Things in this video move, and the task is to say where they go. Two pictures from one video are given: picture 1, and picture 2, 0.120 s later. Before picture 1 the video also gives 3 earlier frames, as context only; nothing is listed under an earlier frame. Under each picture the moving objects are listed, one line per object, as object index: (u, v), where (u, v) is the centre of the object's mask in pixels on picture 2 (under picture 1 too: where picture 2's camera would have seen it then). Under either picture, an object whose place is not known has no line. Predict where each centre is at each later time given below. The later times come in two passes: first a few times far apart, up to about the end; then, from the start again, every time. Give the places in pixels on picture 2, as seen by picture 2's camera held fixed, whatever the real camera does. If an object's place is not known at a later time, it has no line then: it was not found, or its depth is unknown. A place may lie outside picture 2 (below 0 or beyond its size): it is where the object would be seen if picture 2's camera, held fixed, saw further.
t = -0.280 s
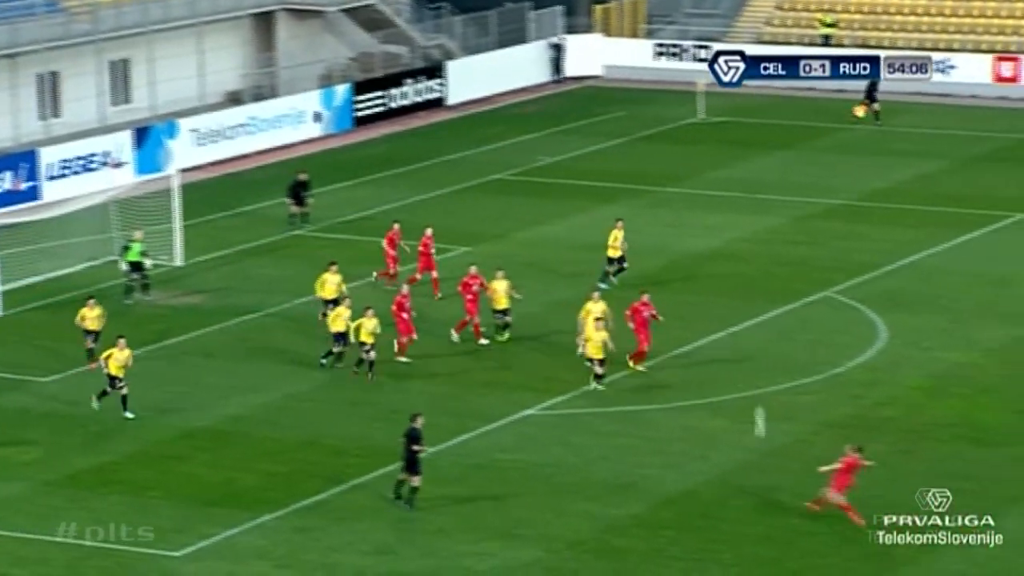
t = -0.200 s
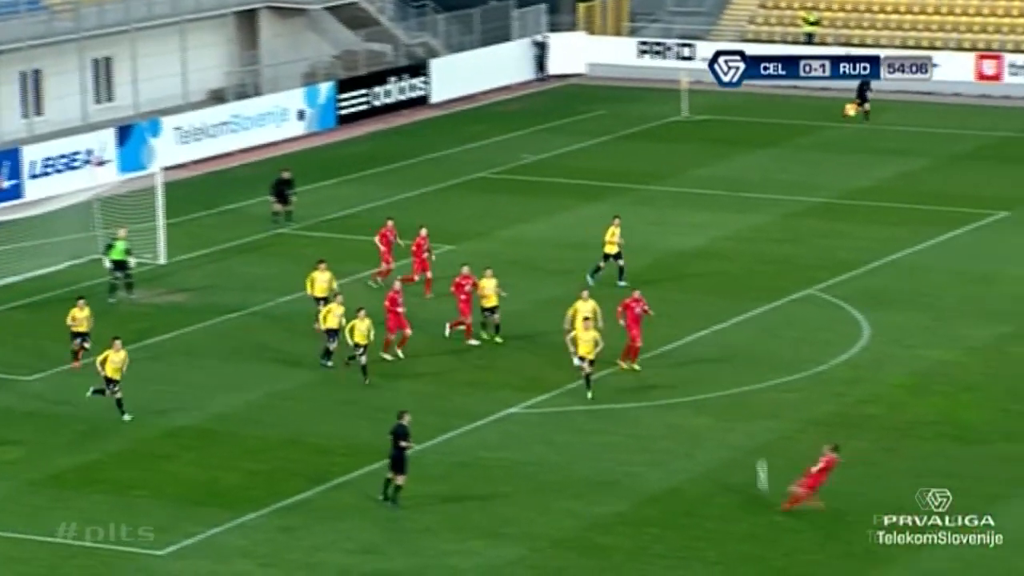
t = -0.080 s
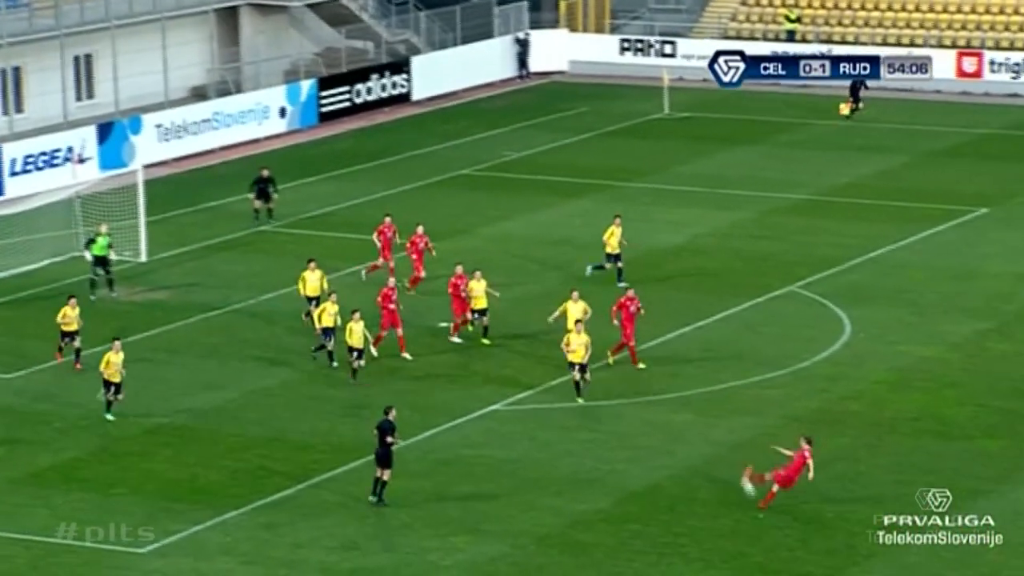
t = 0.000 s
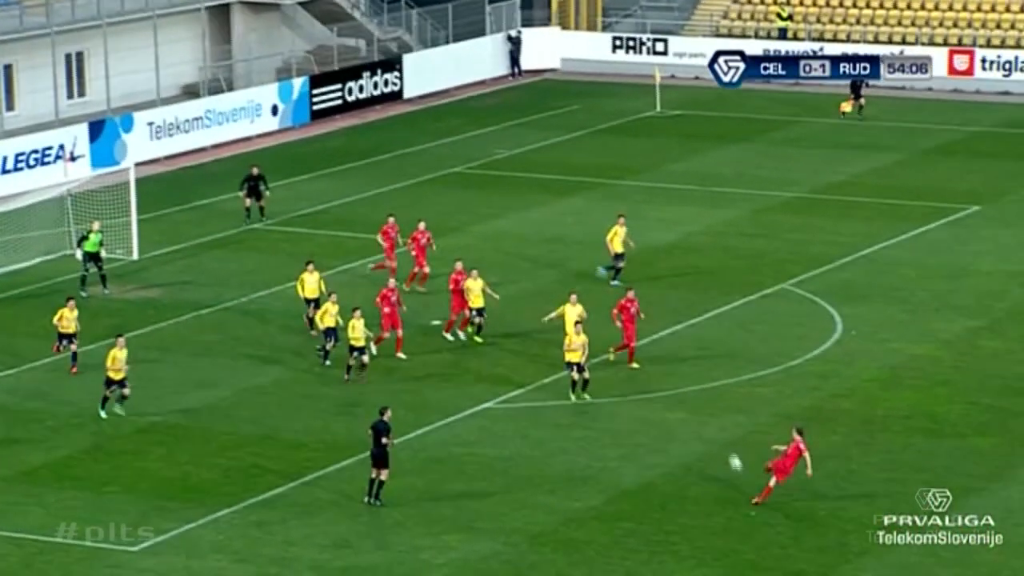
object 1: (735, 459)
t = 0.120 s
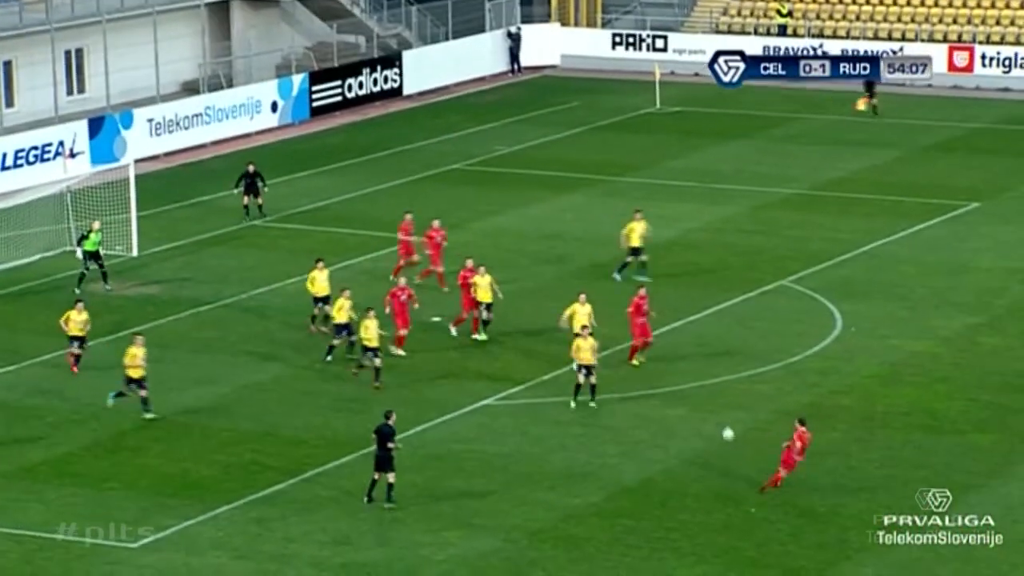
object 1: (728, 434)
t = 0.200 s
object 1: (723, 422)
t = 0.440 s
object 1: (711, 407)
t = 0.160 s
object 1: (725, 428)
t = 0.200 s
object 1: (723, 422)
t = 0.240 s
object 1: (721, 417)
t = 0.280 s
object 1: (720, 414)
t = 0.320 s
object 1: (717, 411)
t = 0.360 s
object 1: (715, 409)
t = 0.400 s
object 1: (713, 408)
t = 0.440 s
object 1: (711, 407)
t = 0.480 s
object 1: (710, 408)
